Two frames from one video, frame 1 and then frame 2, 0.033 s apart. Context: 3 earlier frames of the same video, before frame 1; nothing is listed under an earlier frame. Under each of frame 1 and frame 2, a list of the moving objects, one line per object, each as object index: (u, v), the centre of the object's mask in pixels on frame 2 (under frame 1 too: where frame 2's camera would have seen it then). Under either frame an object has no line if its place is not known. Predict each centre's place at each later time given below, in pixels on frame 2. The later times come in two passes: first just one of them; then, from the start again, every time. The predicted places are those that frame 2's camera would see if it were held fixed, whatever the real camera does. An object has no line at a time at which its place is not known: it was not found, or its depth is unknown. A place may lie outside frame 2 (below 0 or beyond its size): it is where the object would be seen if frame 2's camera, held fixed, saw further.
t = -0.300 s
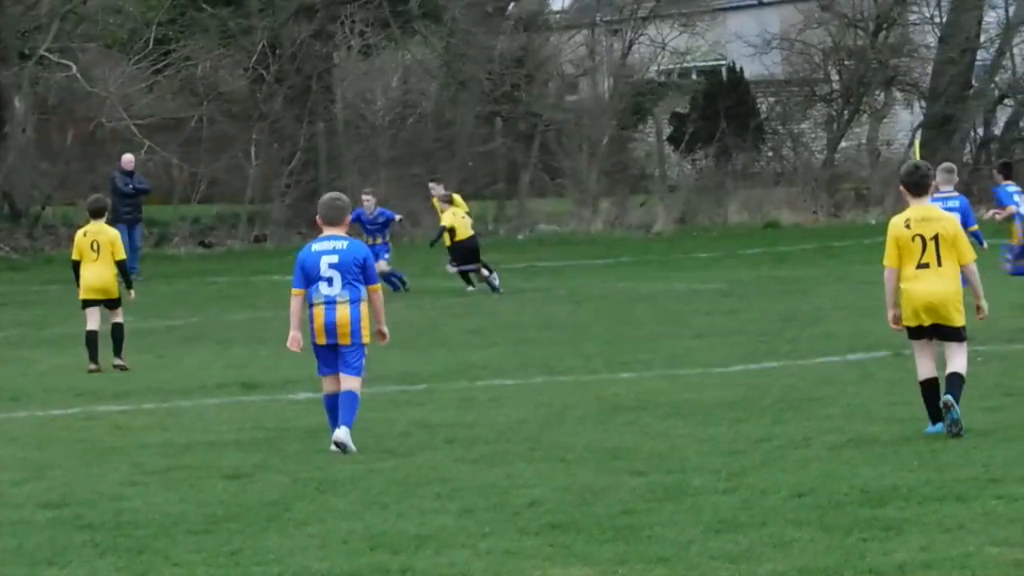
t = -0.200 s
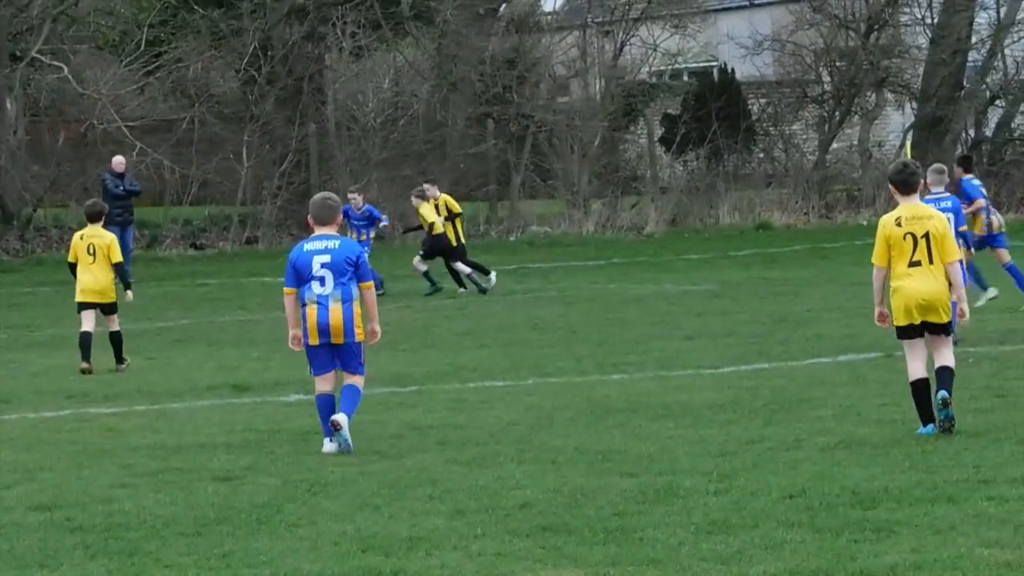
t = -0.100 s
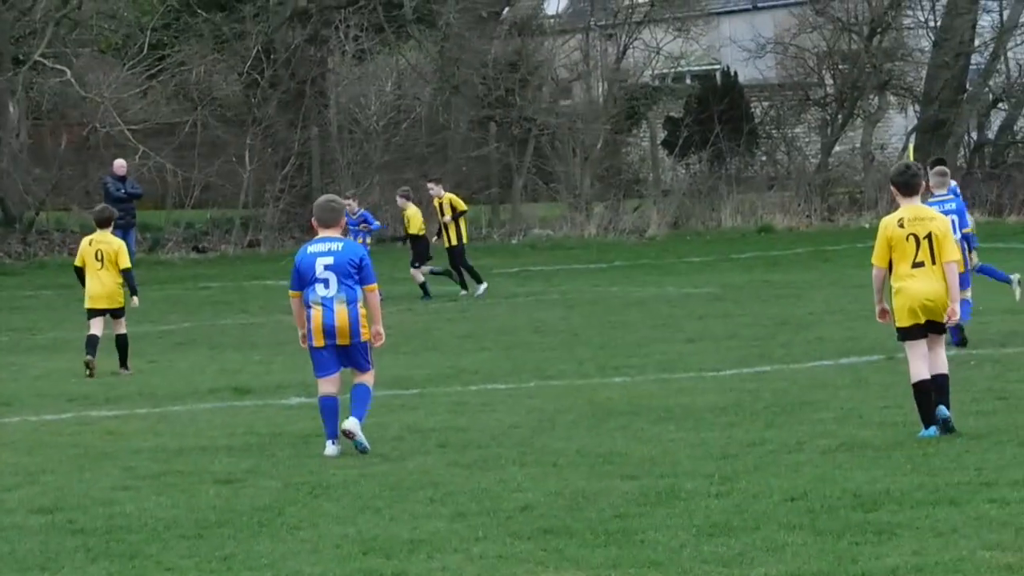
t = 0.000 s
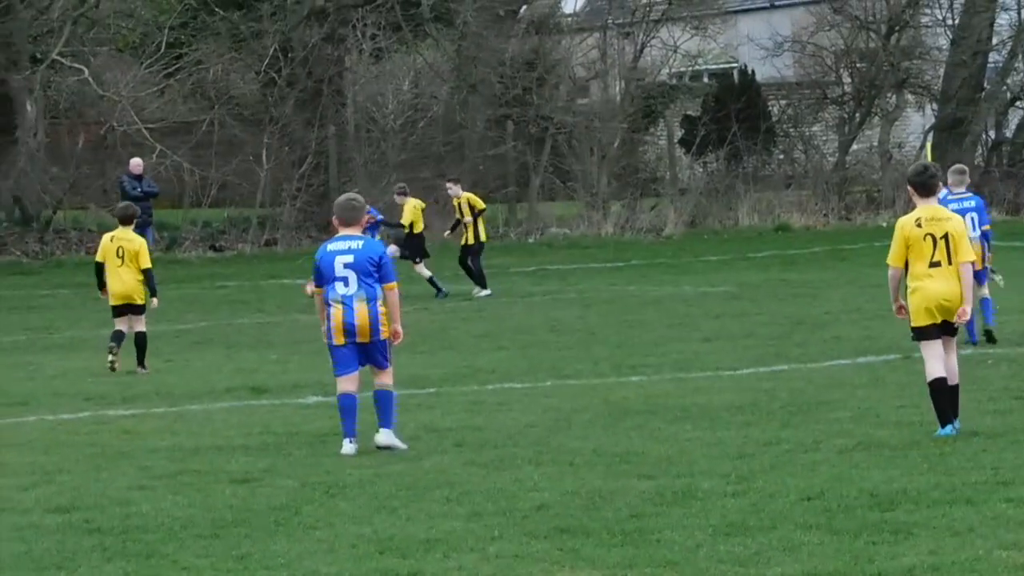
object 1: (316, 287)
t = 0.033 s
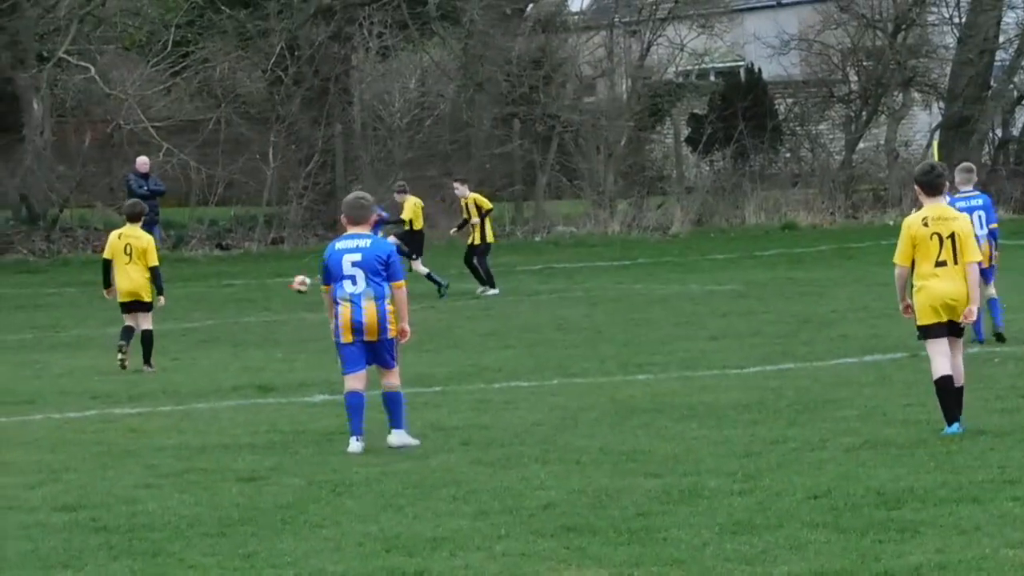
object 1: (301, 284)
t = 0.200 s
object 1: (201, 276)
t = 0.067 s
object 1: (281, 280)
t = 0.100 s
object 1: (261, 278)
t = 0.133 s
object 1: (241, 277)
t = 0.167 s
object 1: (221, 276)
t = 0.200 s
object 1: (201, 276)
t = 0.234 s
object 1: (181, 277)
